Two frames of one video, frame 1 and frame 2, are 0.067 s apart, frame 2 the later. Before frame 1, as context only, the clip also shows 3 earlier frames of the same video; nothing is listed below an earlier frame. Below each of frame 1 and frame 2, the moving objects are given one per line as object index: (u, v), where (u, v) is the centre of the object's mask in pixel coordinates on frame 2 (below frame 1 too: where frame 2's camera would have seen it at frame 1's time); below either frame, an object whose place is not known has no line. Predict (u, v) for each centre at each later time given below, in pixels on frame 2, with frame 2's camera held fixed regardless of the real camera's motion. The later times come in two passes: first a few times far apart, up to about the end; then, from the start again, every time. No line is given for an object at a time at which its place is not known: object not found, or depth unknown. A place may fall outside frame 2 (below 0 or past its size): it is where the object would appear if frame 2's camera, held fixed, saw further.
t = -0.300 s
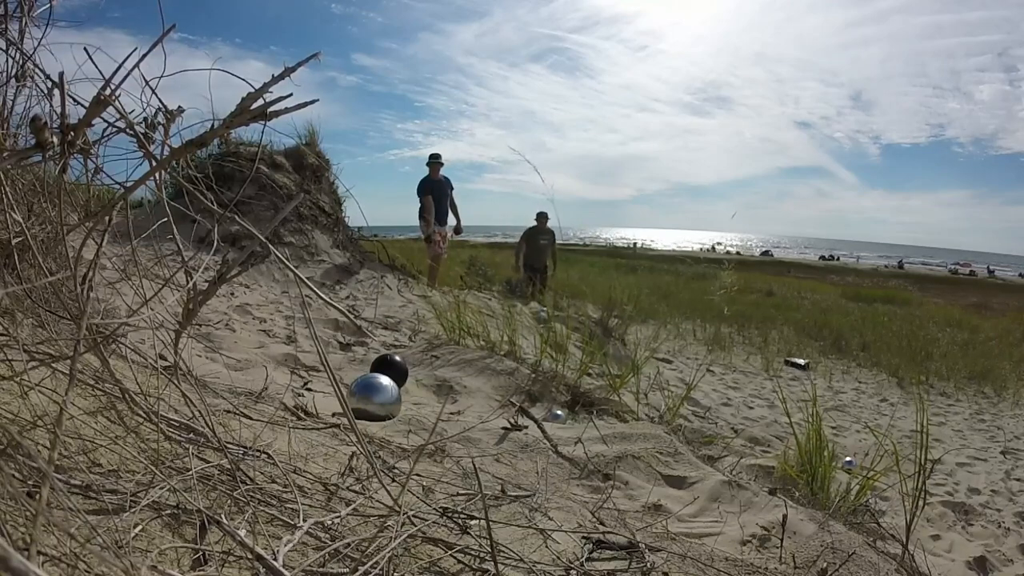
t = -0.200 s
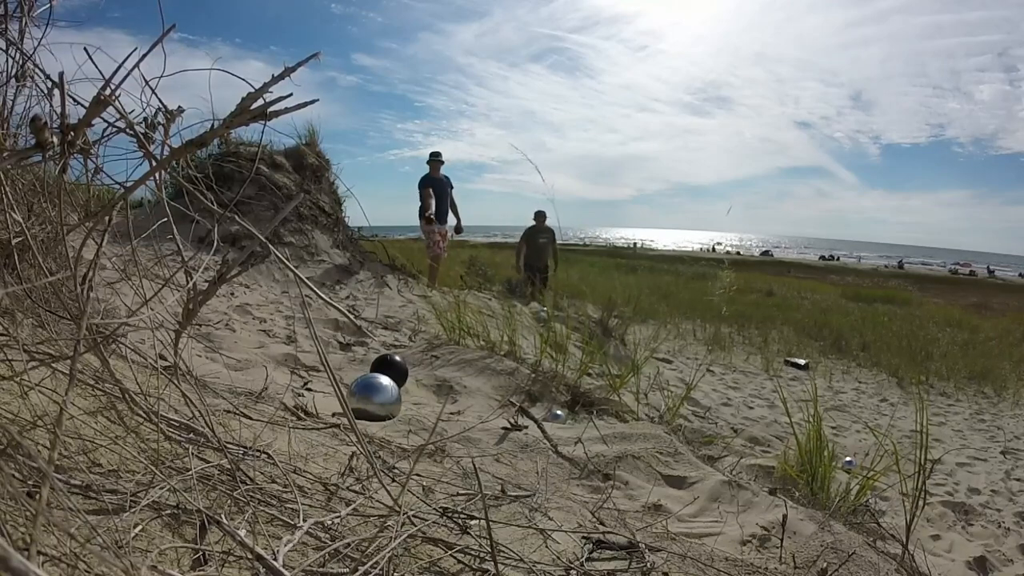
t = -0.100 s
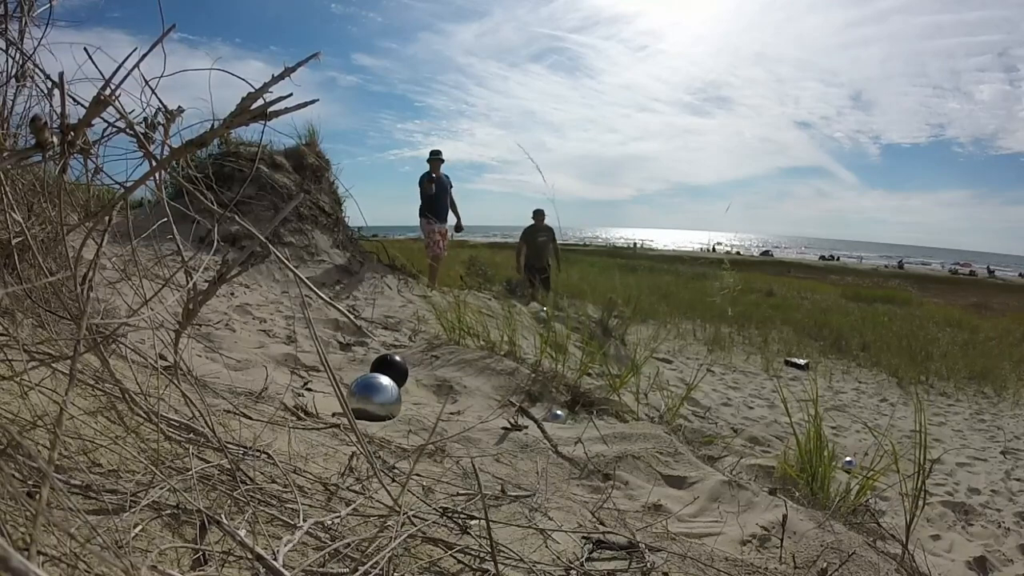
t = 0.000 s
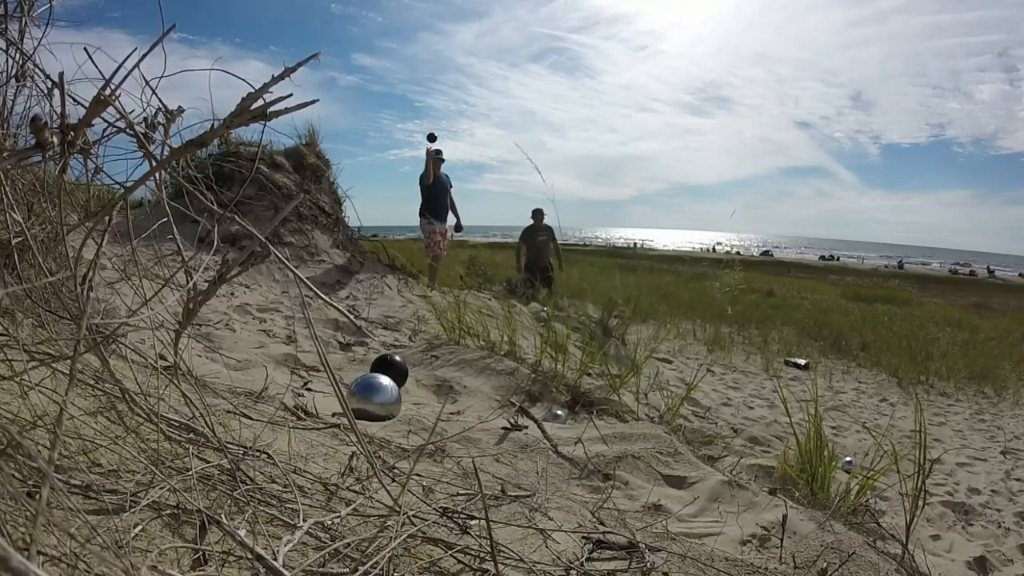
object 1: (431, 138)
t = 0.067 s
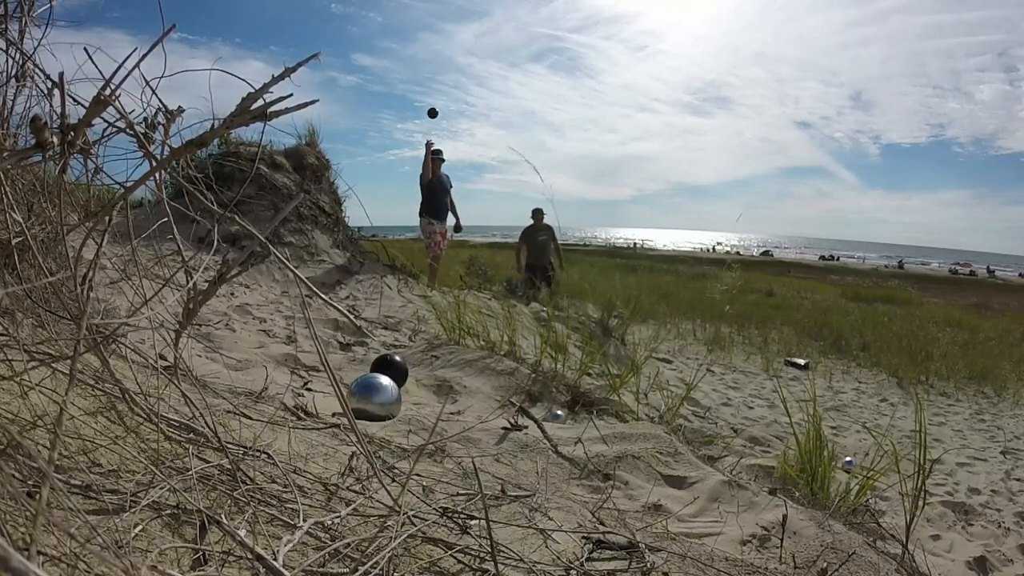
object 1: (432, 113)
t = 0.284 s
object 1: (436, 51)
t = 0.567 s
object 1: (439, 35)
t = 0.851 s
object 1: (441, 242)
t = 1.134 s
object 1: (481, 397)
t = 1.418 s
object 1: (518, 402)
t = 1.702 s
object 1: (543, 404)
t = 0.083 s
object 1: (432, 107)
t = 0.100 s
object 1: (433, 102)
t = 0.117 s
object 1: (433, 96)
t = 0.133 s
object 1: (433, 91)
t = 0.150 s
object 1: (434, 85)
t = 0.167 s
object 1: (434, 80)
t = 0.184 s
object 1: (434, 76)
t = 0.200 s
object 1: (435, 71)
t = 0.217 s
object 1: (435, 66)
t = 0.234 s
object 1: (435, 62)
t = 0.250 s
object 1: (435, 58)
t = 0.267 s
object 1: (436, 55)
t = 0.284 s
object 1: (436, 51)
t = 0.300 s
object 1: (436, 48)
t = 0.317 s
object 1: (436, 45)
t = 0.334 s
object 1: (437, 42)
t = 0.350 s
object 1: (437, 39)
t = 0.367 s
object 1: (437, 37)
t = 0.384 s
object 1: (437, 34)
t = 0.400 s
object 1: (438, 33)
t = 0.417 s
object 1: (438, 31)
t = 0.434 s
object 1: (438, 30)
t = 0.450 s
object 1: (438, 29)
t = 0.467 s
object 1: (438, 29)
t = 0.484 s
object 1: (439, 28)
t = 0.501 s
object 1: (439, 29)
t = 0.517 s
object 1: (439, 30)
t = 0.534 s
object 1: (439, 31)
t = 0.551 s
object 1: (439, 32)
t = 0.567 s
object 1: (439, 35)
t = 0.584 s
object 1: (439, 38)
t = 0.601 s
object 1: (439, 41)
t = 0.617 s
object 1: (439, 45)
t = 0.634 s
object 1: (439, 50)
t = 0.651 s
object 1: (439, 56)
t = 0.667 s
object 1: (439, 63)
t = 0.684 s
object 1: (439, 71)
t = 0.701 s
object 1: (439, 80)
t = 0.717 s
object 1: (439, 90)
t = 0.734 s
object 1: (439, 102)
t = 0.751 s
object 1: (439, 115)
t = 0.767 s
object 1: (439, 130)
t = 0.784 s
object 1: (439, 148)
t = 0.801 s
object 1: (440, 166)
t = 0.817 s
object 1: (441, 190)
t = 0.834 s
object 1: (441, 213)
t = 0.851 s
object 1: (441, 242)
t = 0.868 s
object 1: (441, 273)
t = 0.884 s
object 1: (442, 308)
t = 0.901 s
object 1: (443, 345)
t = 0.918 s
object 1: (445, 387)
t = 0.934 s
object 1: (449, 388)
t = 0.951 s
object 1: (451, 386)
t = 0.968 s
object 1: (454, 386)
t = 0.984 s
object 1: (457, 386)
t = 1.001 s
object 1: (460, 386)
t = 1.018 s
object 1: (461, 395)
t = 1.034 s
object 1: (464, 395)
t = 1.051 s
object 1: (466, 396)
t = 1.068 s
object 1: (469, 396)
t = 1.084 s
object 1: (473, 396)
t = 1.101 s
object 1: (476, 397)
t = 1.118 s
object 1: (478, 397)
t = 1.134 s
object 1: (481, 397)
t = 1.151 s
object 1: (484, 398)
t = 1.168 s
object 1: (487, 397)
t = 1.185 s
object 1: (490, 398)
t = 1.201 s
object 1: (493, 400)
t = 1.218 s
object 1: (497, 400)
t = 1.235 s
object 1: (499, 400)
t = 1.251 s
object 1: (501, 400)
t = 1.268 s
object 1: (503, 400)
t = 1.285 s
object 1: (505, 400)
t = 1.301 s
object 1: (506, 401)
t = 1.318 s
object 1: (508, 401)
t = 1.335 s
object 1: (510, 401)
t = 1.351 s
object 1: (511, 401)
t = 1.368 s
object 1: (513, 401)
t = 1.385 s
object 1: (515, 402)
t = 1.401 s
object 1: (516, 402)
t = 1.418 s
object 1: (518, 402)
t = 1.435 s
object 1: (519, 403)
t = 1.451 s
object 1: (521, 403)
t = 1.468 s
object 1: (523, 403)
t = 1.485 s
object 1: (524, 404)
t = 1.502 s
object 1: (526, 404)
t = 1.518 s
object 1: (528, 404)
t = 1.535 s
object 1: (529, 404)
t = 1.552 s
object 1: (531, 404)
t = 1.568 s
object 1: (535, 402)
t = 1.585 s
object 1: (537, 403)
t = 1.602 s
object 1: (538, 403)
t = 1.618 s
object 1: (539, 404)
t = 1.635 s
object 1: (540, 404)
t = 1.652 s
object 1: (541, 404)
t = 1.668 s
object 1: (541, 404)
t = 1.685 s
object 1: (542, 404)
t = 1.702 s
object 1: (543, 404)
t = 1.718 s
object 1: (541, 405)
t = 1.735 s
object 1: (540, 405)
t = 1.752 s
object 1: (541, 405)
